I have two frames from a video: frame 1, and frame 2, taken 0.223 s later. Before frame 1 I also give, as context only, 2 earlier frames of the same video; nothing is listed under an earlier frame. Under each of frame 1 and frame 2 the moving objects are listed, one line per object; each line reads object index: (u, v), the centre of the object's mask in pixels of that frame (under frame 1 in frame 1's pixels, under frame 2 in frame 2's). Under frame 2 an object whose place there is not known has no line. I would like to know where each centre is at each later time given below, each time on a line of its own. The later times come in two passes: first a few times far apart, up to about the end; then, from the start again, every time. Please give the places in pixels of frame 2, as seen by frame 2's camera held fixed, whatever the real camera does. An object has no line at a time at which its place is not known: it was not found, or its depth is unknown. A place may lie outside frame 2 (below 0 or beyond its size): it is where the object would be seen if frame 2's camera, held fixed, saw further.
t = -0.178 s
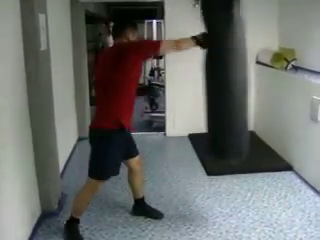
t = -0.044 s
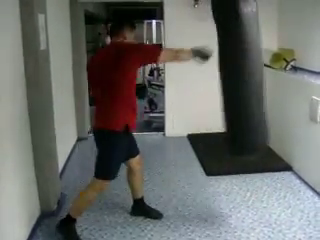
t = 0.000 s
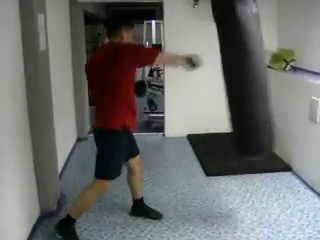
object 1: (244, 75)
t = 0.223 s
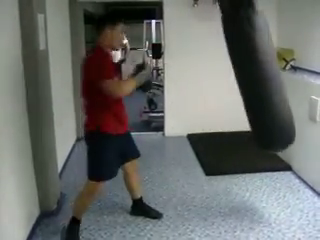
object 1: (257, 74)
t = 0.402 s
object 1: (255, 72)
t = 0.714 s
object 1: (231, 73)
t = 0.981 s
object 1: (200, 70)
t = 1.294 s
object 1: (178, 64)
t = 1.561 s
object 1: (181, 52)
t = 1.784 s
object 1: (192, 60)
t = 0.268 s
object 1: (258, 75)
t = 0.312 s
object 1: (258, 76)
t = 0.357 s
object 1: (257, 73)
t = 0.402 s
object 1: (255, 72)
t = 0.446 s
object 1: (255, 72)
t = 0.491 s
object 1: (251, 72)
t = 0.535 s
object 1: (249, 73)
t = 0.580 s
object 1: (246, 74)
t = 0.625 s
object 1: (240, 74)
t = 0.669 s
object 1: (236, 74)
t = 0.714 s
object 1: (231, 73)
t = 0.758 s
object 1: (227, 74)
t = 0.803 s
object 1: (222, 74)
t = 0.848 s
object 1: (217, 74)
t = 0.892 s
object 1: (211, 76)
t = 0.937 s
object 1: (207, 74)
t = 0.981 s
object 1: (200, 70)
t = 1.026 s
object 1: (196, 70)
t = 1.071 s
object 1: (192, 71)
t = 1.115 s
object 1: (187, 71)
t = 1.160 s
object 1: (183, 69)
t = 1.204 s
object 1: (180, 69)
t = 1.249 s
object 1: (178, 67)
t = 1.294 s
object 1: (178, 64)
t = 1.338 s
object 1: (177, 61)
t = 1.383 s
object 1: (177, 58)
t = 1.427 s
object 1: (178, 56)
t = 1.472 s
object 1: (178, 55)
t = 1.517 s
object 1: (180, 54)
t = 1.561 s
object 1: (181, 52)
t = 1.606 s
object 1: (184, 52)
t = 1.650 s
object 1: (185, 52)
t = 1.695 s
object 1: (188, 53)
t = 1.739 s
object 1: (191, 57)
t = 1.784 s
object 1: (192, 60)
